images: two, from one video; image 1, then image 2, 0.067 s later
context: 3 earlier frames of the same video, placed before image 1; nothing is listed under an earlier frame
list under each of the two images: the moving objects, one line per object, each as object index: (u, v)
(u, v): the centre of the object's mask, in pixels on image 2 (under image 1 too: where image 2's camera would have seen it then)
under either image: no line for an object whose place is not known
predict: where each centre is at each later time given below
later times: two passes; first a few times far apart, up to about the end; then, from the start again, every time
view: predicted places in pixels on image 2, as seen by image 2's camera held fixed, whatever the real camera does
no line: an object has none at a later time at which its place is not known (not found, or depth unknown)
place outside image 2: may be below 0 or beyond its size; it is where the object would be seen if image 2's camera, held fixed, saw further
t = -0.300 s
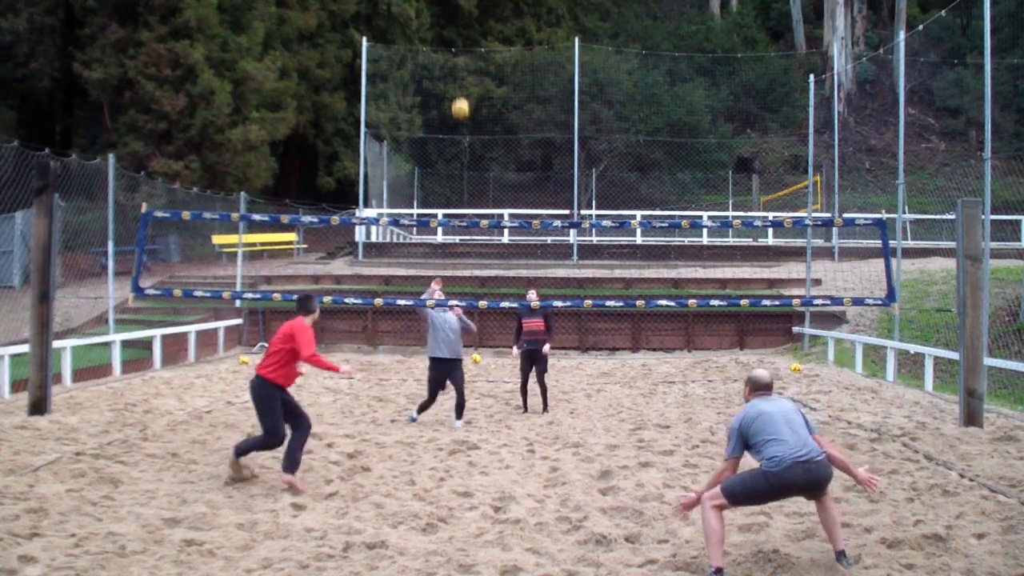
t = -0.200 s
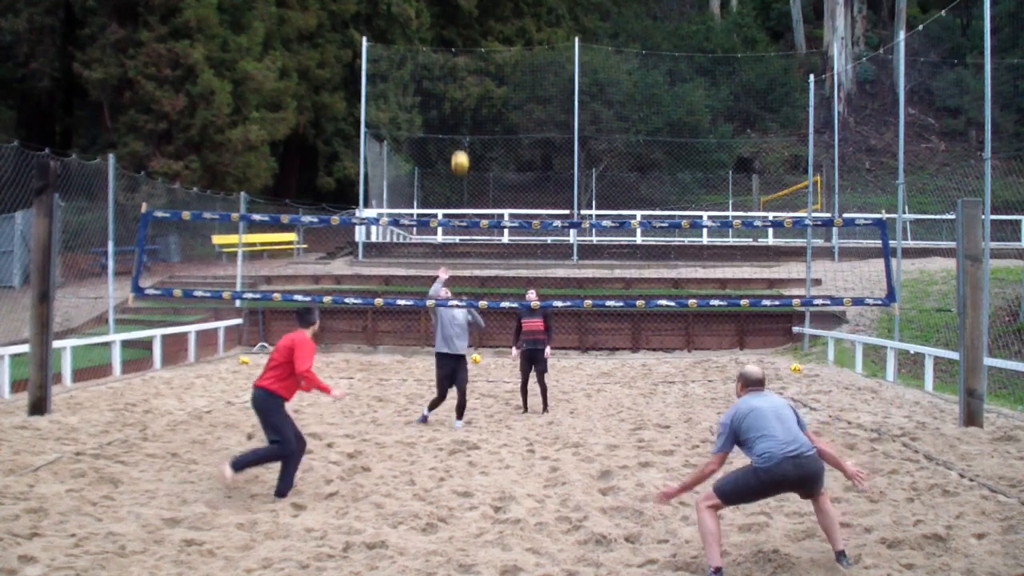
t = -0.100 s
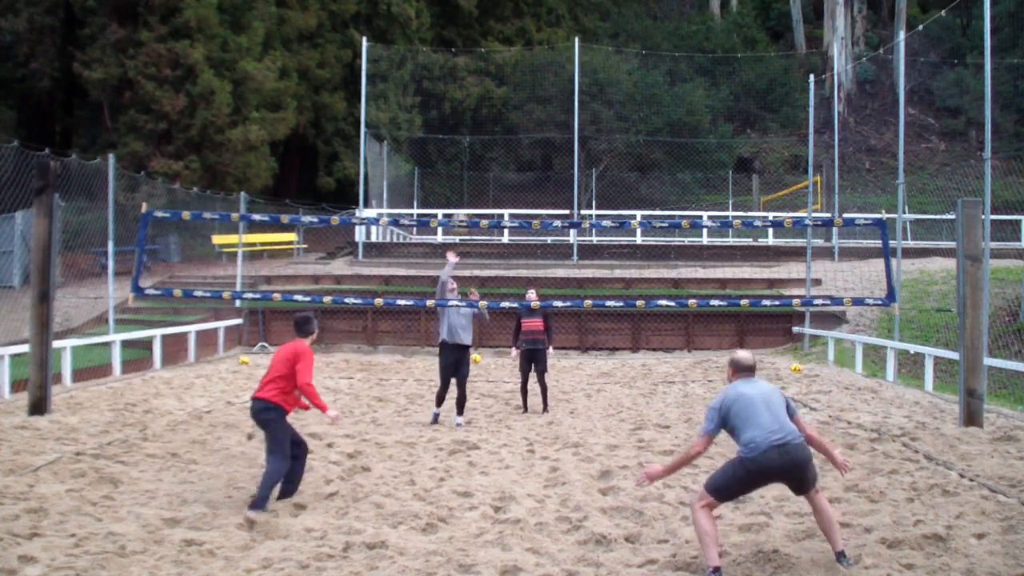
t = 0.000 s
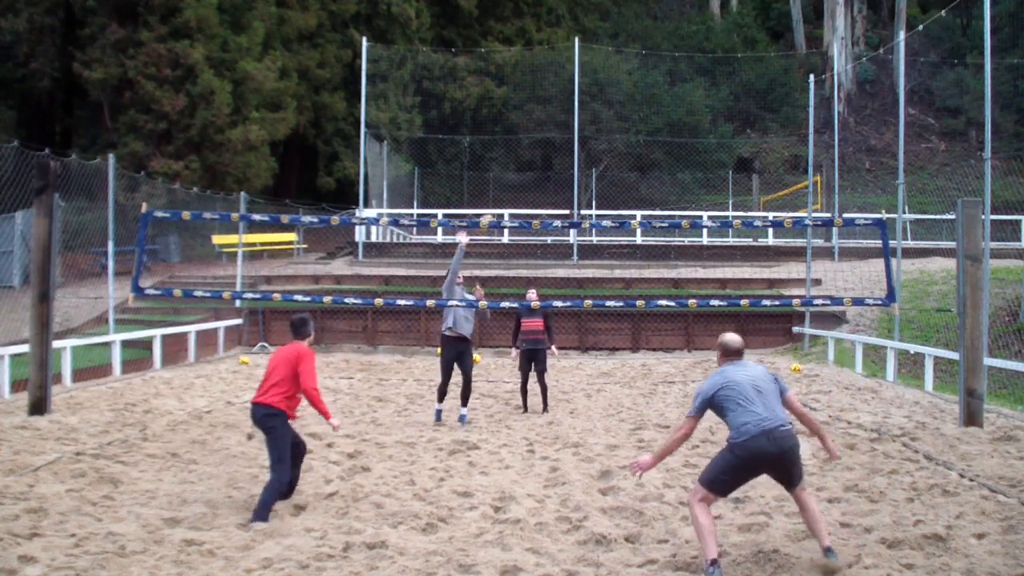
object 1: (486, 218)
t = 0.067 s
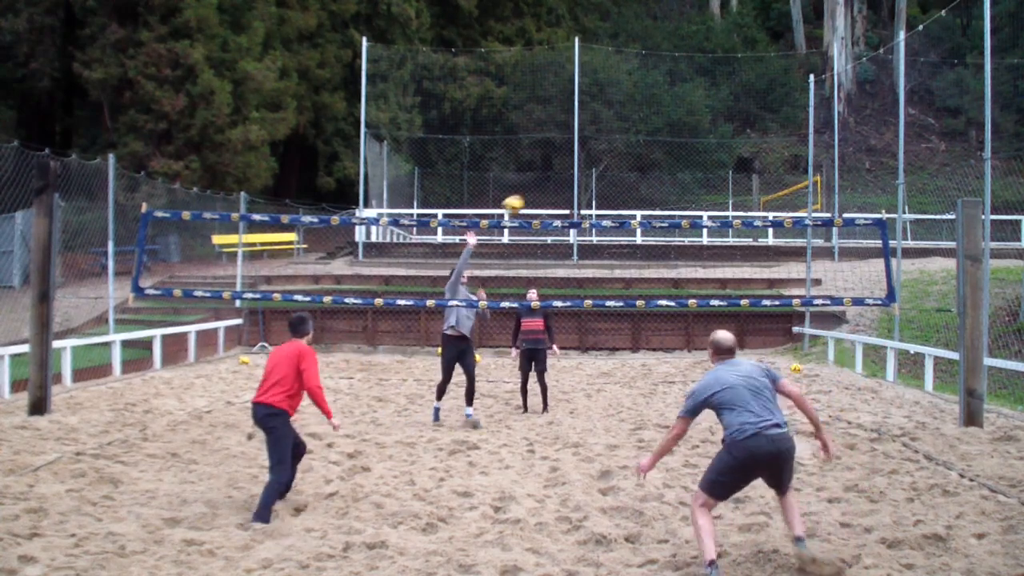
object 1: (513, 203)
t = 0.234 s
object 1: (589, 169)
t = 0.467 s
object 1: (710, 164)
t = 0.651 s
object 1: (824, 203)
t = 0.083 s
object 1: (520, 199)
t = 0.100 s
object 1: (527, 196)
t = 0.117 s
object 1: (534, 192)
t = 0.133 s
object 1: (542, 188)
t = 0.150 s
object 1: (549, 185)
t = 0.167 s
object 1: (557, 181)
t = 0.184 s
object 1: (564, 178)
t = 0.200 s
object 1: (572, 175)
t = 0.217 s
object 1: (580, 173)
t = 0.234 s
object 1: (589, 169)
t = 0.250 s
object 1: (596, 168)
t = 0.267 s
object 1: (605, 165)
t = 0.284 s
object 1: (613, 164)
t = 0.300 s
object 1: (620, 162)
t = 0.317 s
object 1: (629, 161)
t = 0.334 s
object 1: (638, 160)
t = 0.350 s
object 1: (647, 160)
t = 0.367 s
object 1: (655, 160)
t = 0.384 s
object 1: (664, 160)
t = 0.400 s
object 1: (673, 160)
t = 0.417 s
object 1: (682, 161)
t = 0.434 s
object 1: (691, 161)
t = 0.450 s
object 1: (701, 162)
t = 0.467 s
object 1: (710, 164)
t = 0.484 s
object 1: (720, 166)
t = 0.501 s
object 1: (730, 168)
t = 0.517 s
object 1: (740, 171)
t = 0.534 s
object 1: (750, 174)
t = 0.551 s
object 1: (760, 176)
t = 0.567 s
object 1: (770, 180)
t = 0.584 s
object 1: (781, 183)
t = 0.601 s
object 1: (791, 188)
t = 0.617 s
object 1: (802, 193)
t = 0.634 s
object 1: (813, 197)
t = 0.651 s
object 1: (824, 203)
